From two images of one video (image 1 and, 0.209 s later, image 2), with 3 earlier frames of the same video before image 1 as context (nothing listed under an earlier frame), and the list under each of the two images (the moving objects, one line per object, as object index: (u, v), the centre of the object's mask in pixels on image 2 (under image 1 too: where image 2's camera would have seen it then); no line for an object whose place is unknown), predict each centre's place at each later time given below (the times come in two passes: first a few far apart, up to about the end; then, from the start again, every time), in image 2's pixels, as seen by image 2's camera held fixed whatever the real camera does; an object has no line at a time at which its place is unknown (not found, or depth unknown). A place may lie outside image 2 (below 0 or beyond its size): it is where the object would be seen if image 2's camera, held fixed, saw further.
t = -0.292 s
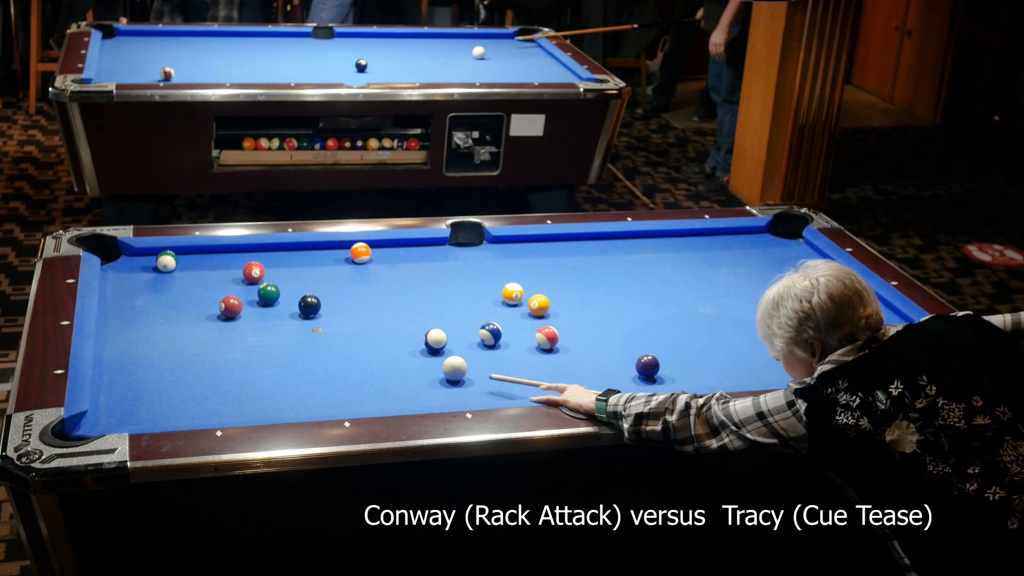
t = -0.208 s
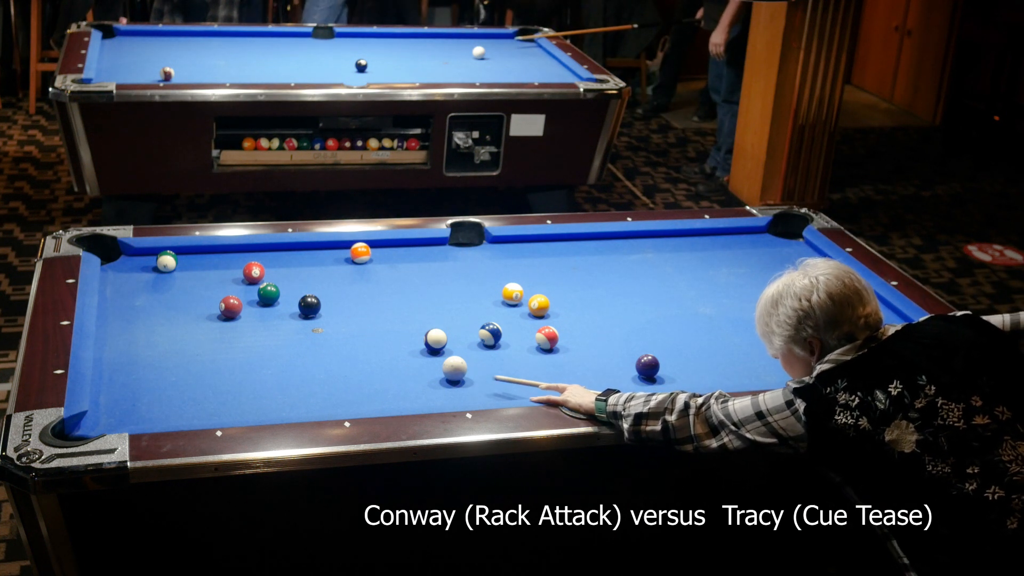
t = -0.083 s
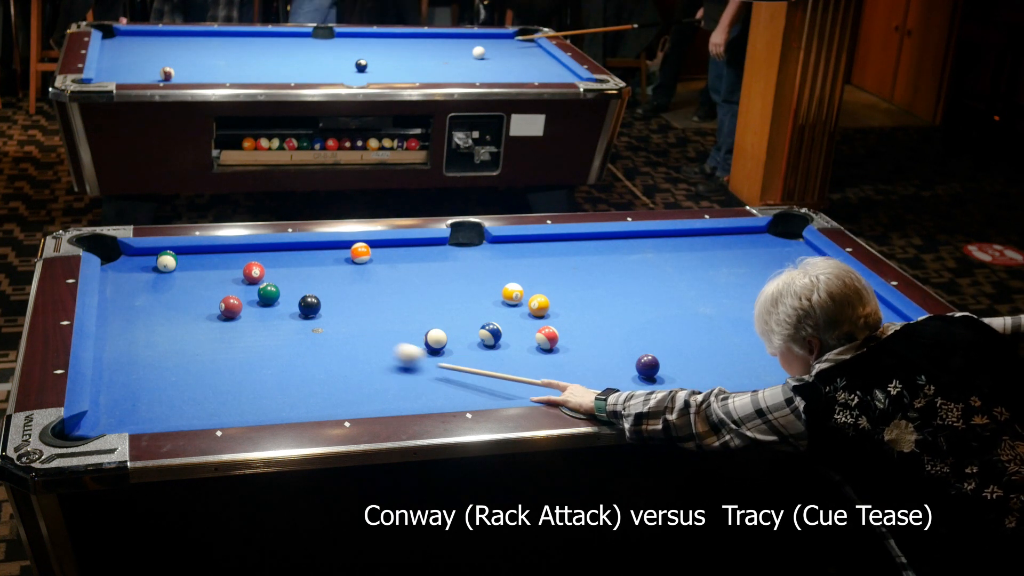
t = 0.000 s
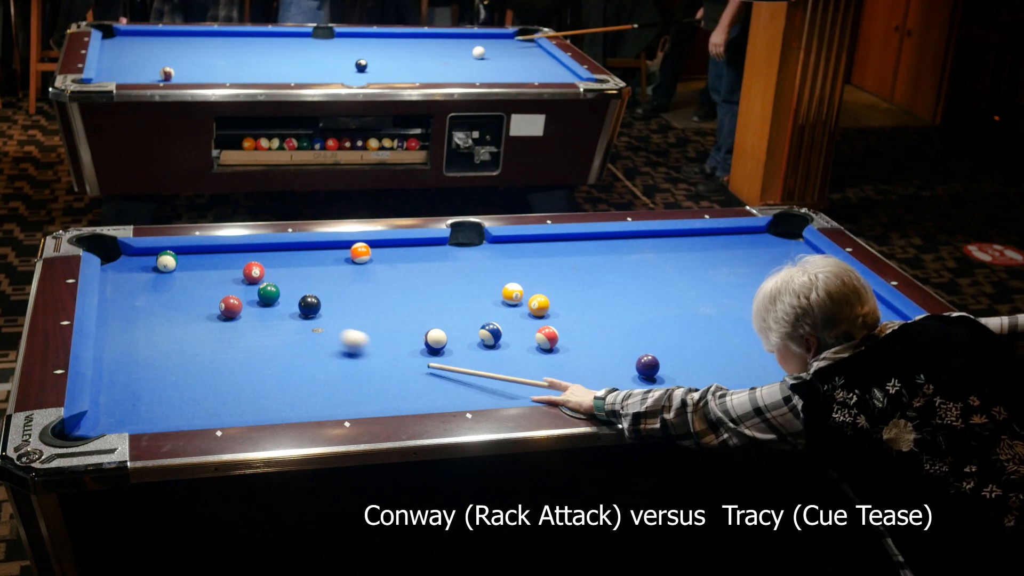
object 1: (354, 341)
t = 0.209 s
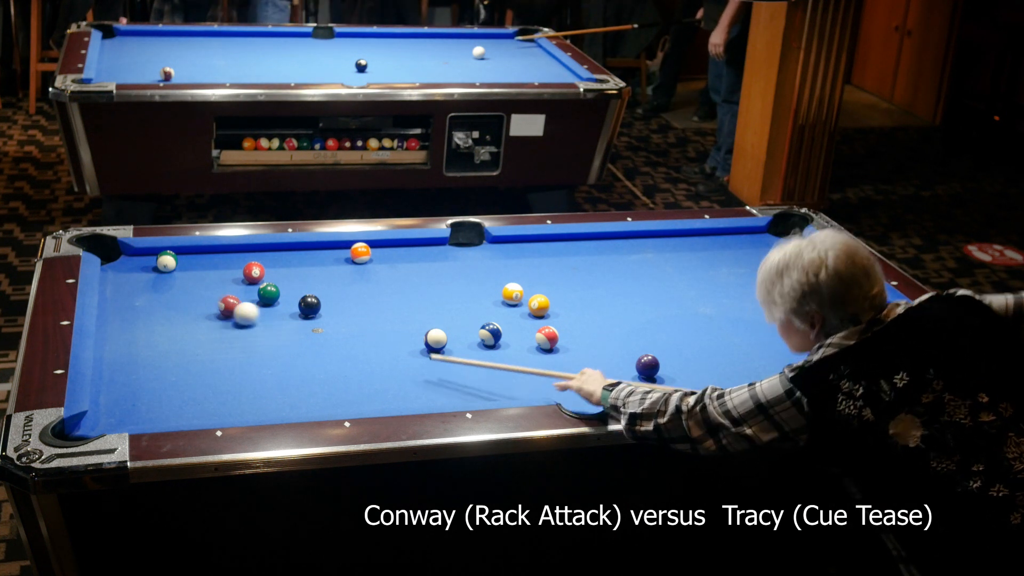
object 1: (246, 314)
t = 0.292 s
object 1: (234, 315)
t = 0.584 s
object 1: (176, 315)
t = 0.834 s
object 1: (129, 315)
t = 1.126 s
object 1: (128, 313)
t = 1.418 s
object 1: (155, 311)
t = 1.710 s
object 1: (179, 310)
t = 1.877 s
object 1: (192, 309)
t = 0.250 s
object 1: (240, 315)
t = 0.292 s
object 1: (234, 315)
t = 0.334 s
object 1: (226, 315)
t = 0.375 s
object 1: (217, 316)
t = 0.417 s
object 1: (209, 316)
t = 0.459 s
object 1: (200, 316)
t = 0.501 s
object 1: (192, 315)
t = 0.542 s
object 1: (184, 315)
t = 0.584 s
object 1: (176, 315)
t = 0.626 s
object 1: (168, 315)
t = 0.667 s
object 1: (160, 315)
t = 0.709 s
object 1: (152, 315)
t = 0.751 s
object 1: (144, 315)
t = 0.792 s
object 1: (136, 315)
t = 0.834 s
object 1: (129, 315)
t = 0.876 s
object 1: (121, 314)
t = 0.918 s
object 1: (114, 314)
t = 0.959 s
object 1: (110, 314)
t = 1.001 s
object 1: (115, 314)
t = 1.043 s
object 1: (119, 314)
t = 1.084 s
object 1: (123, 314)
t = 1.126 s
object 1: (128, 313)
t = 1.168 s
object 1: (132, 313)
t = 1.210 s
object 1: (136, 313)
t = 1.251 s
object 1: (140, 313)
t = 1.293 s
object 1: (144, 312)
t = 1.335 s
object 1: (148, 312)
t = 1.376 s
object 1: (151, 312)
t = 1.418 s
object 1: (155, 311)
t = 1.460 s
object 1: (159, 311)
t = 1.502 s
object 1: (162, 311)
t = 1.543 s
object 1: (166, 311)
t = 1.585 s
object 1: (169, 311)
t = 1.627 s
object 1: (173, 310)
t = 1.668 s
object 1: (176, 310)
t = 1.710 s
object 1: (179, 310)
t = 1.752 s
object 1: (183, 310)
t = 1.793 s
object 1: (186, 310)
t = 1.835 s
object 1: (189, 310)
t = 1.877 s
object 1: (192, 309)
